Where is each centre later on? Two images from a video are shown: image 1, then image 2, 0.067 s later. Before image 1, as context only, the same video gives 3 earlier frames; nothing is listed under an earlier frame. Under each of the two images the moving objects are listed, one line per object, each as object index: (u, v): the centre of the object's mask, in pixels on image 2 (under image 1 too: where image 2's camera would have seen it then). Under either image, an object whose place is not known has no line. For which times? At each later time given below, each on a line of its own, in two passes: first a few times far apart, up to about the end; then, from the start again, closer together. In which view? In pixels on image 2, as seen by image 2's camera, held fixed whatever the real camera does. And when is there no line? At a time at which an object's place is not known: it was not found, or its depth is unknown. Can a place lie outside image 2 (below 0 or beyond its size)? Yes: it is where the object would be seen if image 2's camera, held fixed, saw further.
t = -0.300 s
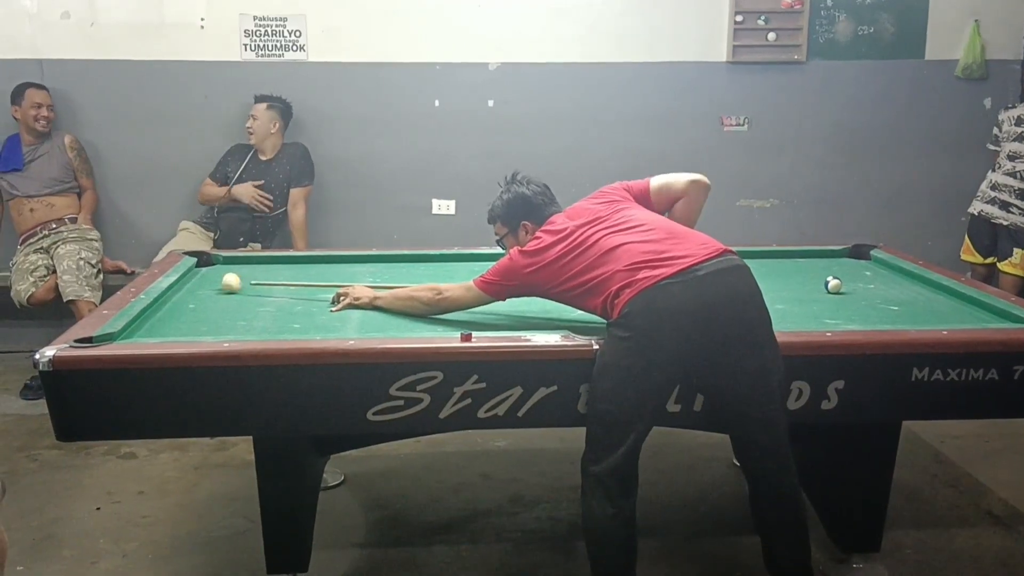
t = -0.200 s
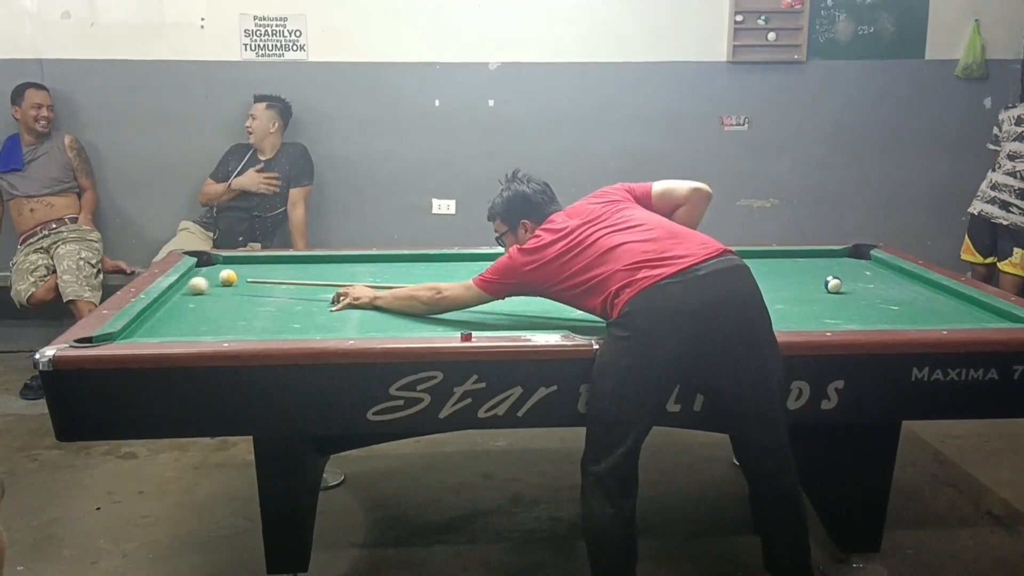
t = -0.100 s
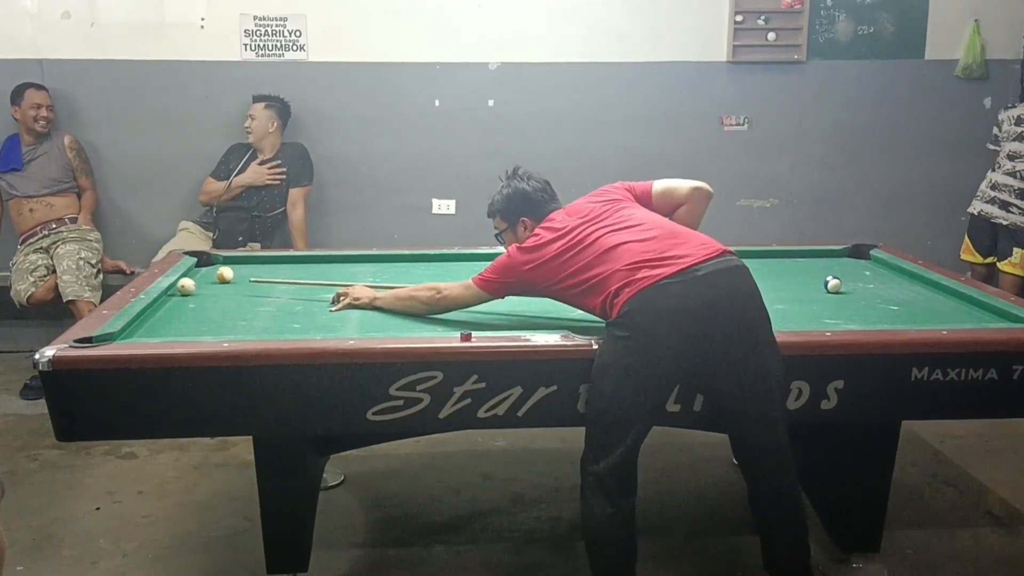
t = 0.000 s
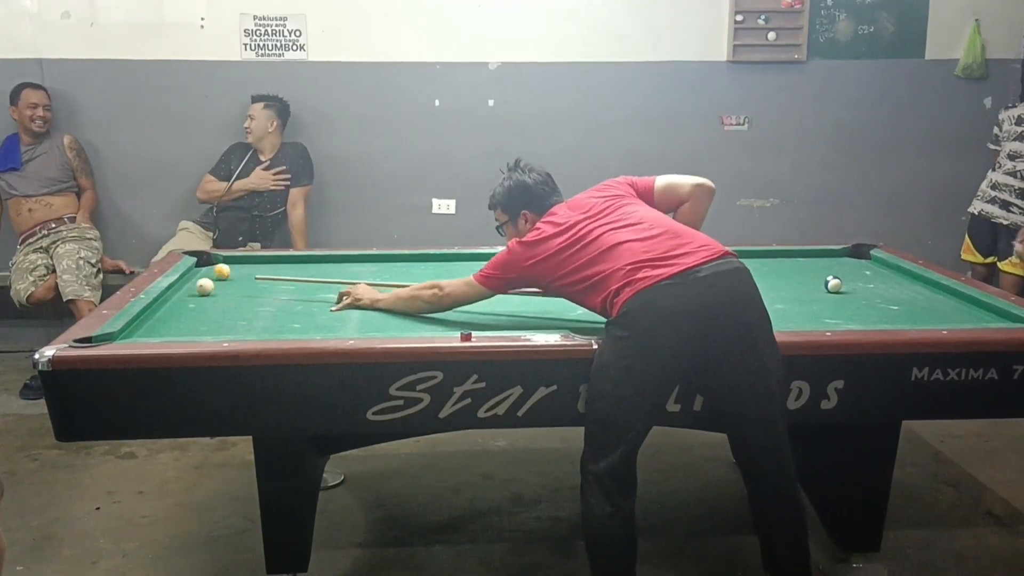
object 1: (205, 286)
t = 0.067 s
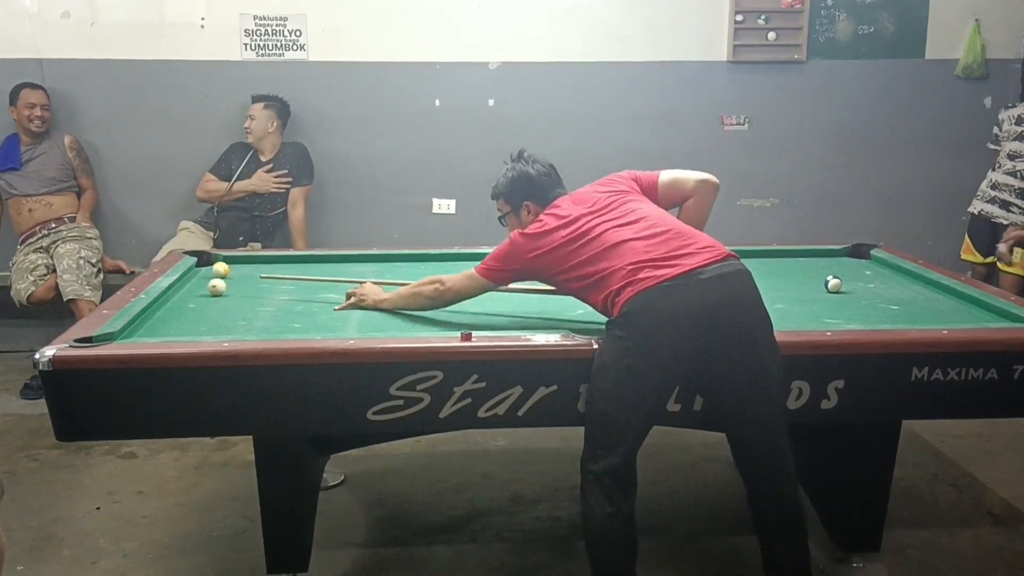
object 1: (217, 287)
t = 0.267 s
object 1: (251, 288)
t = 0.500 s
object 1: (290, 290)
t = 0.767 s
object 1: (333, 291)
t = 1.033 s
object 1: (374, 292)
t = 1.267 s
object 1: (408, 293)
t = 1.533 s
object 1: (445, 295)
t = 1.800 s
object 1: (476, 296)
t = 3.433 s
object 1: (664, 305)
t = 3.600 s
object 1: (682, 306)
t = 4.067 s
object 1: (721, 308)
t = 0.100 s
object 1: (223, 287)
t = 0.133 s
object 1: (229, 287)
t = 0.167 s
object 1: (234, 287)
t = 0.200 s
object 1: (240, 288)
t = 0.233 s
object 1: (246, 288)
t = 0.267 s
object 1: (251, 288)
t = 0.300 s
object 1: (257, 288)
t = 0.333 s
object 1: (262, 288)
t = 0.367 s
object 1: (268, 289)
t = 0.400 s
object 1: (274, 289)
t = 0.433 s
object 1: (279, 289)
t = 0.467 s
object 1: (285, 289)
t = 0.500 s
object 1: (290, 290)
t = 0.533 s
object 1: (296, 289)
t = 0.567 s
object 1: (301, 290)
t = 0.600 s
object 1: (306, 290)
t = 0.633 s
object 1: (312, 290)
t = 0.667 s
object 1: (317, 290)
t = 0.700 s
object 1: (323, 290)
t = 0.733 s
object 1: (328, 290)
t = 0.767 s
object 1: (333, 291)
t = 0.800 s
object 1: (338, 291)
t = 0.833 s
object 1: (343, 291)
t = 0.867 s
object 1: (348, 291)
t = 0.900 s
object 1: (354, 291)
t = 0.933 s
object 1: (359, 292)
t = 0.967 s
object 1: (364, 292)
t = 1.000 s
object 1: (369, 292)
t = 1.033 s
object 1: (374, 292)
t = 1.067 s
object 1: (379, 292)
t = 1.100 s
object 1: (384, 292)
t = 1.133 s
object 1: (388, 292)
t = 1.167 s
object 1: (393, 293)
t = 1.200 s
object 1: (398, 293)
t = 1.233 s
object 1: (403, 293)
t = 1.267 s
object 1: (408, 293)
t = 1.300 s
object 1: (415, 293)
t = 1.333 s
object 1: (417, 293)
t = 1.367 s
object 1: (422, 294)
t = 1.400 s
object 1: (429, 294)
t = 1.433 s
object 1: (434, 294)
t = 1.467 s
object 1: (436, 294)
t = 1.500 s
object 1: (441, 294)
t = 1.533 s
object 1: (445, 295)
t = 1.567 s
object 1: (450, 295)
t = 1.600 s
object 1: (454, 295)
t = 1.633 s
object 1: (457, 295)
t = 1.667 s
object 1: (459, 295)
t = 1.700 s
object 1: (463, 295)
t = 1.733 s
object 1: (470, 295)
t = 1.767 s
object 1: (472, 296)
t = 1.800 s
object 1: (476, 296)
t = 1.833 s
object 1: (481, 296)
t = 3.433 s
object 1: (664, 305)
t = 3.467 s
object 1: (668, 306)
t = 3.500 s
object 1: (671, 306)
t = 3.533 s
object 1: (675, 306)
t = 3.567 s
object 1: (678, 306)
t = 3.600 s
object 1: (682, 306)
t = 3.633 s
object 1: (685, 306)
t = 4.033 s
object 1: (719, 308)
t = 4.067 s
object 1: (721, 308)
